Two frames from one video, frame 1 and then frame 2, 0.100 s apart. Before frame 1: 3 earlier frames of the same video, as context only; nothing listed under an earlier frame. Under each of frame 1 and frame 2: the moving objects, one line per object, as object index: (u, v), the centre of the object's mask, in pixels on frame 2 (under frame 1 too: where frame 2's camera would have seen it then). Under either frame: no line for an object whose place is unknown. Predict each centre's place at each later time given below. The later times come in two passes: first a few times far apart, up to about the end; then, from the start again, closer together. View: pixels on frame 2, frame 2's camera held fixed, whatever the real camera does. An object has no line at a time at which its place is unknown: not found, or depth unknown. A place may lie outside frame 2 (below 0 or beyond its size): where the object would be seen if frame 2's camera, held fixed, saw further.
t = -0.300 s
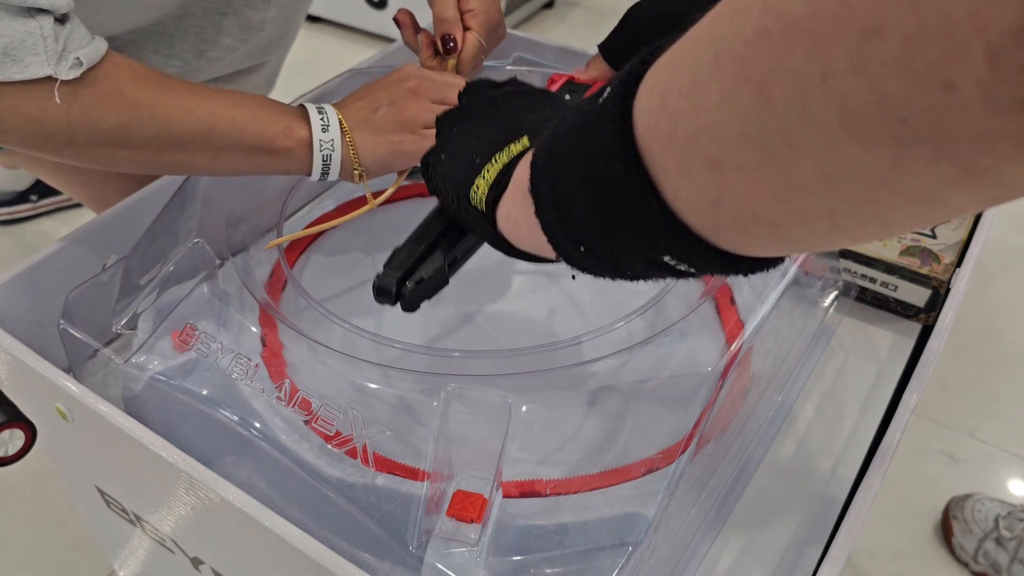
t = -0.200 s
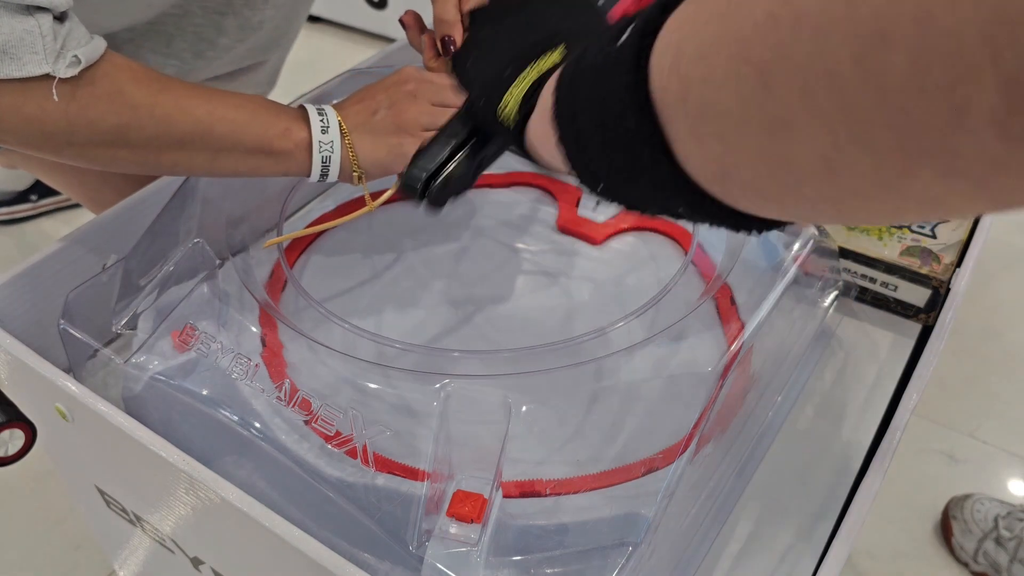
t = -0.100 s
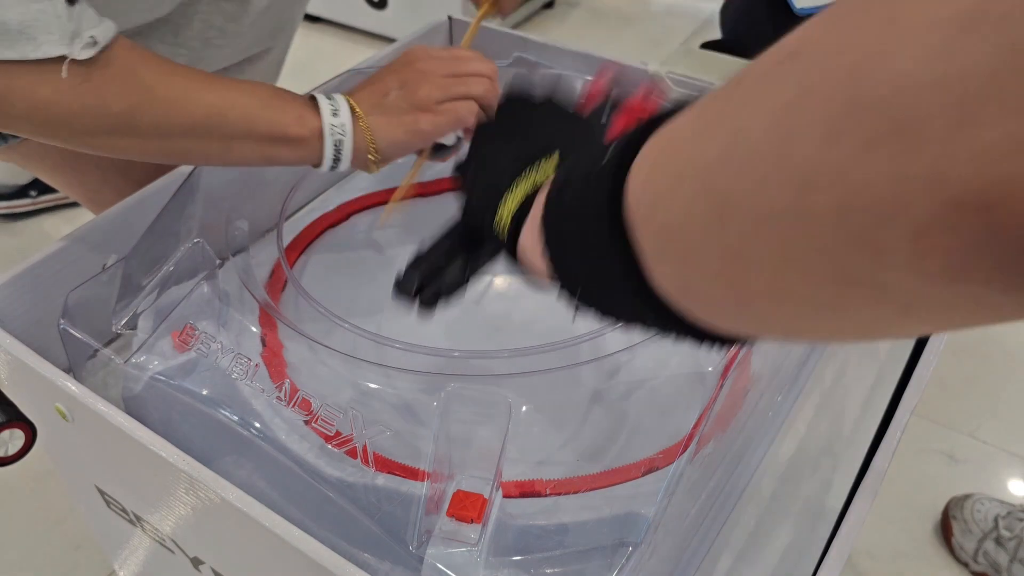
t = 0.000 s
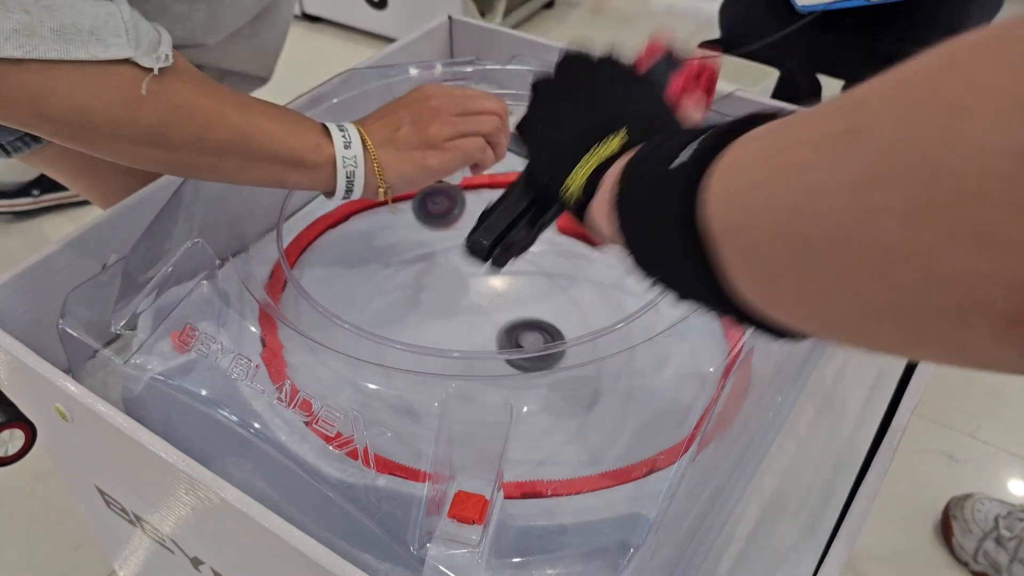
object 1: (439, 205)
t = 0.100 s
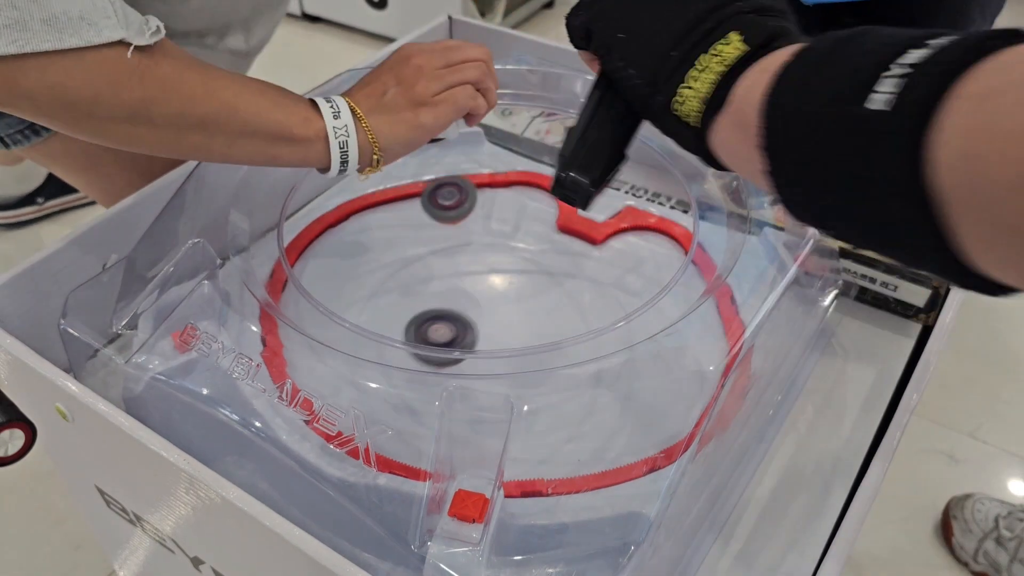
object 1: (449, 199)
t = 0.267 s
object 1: (491, 283)
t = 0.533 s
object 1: (603, 368)
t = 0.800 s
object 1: (653, 360)
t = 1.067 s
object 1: (692, 318)
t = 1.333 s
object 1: (672, 286)
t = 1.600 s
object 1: (696, 301)
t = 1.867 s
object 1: (708, 356)
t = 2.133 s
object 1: (677, 404)
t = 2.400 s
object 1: (657, 406)
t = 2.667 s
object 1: (627, 403)
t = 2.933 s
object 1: (542, 375)
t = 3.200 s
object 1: (579, 380)
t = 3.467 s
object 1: (668, 408)
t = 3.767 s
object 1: (638, 335)
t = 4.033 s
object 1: (433, 211)
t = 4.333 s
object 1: (434, 447)
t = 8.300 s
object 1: (584, 199)
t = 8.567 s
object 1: (506, 197)
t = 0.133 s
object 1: (452, 199)
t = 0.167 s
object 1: (463, 219)
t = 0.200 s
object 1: (471, 245)
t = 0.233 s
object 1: (474, 263)
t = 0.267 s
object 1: (491, 283)
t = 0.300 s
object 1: (504, 304)
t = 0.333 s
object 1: (511, 311)
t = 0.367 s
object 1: (532, 328)
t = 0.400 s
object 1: (549, 343)
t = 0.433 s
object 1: (566, 357)
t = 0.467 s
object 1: (584, 366)
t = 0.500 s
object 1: (598, 371)
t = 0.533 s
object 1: (603, 368)
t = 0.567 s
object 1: (608, 374)
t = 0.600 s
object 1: (613, 372)
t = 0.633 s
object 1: (618, 373)
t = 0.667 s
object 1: (623, 372)
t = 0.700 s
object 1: (630, 370)
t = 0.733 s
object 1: (637, 367)
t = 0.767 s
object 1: (644, 363)
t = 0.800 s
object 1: (653, 360)
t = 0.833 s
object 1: (665, 357)
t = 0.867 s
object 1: (677, 352)
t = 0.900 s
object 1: (691, 349)
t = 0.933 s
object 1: (703, 345)
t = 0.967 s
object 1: (716, 340)
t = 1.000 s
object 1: (714, 335)
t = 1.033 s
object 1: (703, 325)
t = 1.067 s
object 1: (692, 318)
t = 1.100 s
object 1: (685, 311)
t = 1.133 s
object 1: (681, 306)
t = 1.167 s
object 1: (675, 298)
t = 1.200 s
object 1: (670, 293)
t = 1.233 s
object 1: (669, 290)
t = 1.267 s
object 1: (669, 289)
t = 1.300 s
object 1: (670, 289)
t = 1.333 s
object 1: (672, 286)
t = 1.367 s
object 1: (674, 286)
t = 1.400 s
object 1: (677, 286)
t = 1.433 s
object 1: (679, 286)
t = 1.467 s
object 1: (682, 287)
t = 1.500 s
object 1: (687, 290)
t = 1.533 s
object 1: (692, 295)
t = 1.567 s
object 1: (694, 298)
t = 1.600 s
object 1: (696, 301)
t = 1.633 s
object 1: (702, 306)
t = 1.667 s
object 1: (707, 312)
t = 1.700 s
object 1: (714, 319)
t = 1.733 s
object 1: (717, 325)
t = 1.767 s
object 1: (717, 333)
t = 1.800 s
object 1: (717, 340)
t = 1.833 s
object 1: (712, 348)
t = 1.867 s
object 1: (708, 356)
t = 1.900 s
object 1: (705, 365)
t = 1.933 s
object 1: (703, 373)
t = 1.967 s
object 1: (698, 378)
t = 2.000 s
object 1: (693, 383)
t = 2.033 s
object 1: (687, 389)
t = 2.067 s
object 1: (684, 395)
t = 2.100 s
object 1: (681, 401)
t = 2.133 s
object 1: (677, 404)
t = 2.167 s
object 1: (672, 404)
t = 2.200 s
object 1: (668, 405)
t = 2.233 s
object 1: (665, 405)
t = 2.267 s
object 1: (662, 406)
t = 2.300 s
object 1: (660, 407)
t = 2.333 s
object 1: (659, 407)
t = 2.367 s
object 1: (658, 406)
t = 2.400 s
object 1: (657, 406)
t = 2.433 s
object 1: (656, 405)
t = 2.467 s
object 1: (654, 404)
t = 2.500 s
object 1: (651, 404)
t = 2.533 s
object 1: (648, 405)
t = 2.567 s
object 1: (644, 405)
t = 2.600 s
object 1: (640, 406)
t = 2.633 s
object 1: (635, 405)
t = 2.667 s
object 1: (627, 403)
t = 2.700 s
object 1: (619, 402)
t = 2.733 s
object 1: (609, 400)
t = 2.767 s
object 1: (599, 399)
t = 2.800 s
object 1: (589, 396)
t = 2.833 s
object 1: (579, 394)
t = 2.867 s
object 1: (567, 388)
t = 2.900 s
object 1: (555, 383)
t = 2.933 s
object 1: (542, 375)
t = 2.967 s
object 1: (530, 364)
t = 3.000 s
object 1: (516, 348)
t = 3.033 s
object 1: (502, 332)
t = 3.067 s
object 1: (489, 324)
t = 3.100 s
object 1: (493, 326)
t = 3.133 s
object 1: (524, 348)
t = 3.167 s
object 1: (555, 370)
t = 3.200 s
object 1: (579, 380)
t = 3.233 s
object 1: (599, 383)
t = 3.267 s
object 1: (615, 393)
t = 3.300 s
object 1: (629, 396)
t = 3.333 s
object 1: (643, 402)
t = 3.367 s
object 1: (653, 405)
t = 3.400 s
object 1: (660, 406)
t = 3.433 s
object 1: (665, 408)
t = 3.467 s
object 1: (668, 408)
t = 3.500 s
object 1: (668, 407)
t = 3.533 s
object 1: (667, 406)
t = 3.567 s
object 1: (663, 405)
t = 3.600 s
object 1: (658, 404)
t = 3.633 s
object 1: (653, 402)
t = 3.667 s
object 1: (651, 409)
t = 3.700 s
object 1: (650, 398)
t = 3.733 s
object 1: (644, 363)
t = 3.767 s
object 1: (638, 335)
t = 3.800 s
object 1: (623, 295)
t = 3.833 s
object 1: (612, 272)
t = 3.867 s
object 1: (594, 247)
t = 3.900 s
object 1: (574, 222)
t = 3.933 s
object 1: (545, 209)
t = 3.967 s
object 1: (508, 210)
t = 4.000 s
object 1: (471, 209)
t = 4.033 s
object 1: (433, 211)
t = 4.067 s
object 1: (394, 217)
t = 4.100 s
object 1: (355, 222)
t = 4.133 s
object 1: (329, 223)
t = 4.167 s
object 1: (306, 227)
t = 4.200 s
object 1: (300, 255)
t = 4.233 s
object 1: (297, 298)
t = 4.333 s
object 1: (434, 447)
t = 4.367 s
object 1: (526, 454)
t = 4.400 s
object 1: (618, 449)
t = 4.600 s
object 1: (645, 223)
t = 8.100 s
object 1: (502, 301)
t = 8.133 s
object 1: (523, 283)
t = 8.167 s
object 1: (543, 275)
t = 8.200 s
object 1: (555, 247)
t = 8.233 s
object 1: (566, 227)
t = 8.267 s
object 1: (576, 220)
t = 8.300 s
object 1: (584, 199)
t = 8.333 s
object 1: (587, 189)
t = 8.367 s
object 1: (590, 186)
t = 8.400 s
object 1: (588, 173)
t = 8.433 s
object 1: (580, 174)
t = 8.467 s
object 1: (565, 179)
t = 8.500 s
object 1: (549, 186)
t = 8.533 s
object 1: (527, 192)
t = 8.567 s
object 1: (506, 197)
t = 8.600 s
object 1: (486, 193)
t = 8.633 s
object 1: (467, 199)
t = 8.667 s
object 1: (449, 199)
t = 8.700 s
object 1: (432, 197)
